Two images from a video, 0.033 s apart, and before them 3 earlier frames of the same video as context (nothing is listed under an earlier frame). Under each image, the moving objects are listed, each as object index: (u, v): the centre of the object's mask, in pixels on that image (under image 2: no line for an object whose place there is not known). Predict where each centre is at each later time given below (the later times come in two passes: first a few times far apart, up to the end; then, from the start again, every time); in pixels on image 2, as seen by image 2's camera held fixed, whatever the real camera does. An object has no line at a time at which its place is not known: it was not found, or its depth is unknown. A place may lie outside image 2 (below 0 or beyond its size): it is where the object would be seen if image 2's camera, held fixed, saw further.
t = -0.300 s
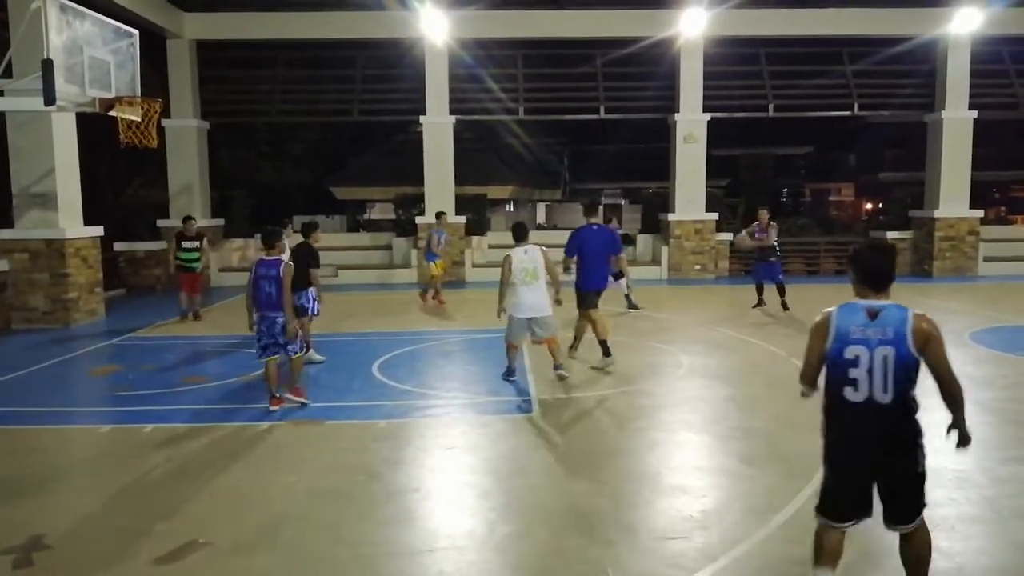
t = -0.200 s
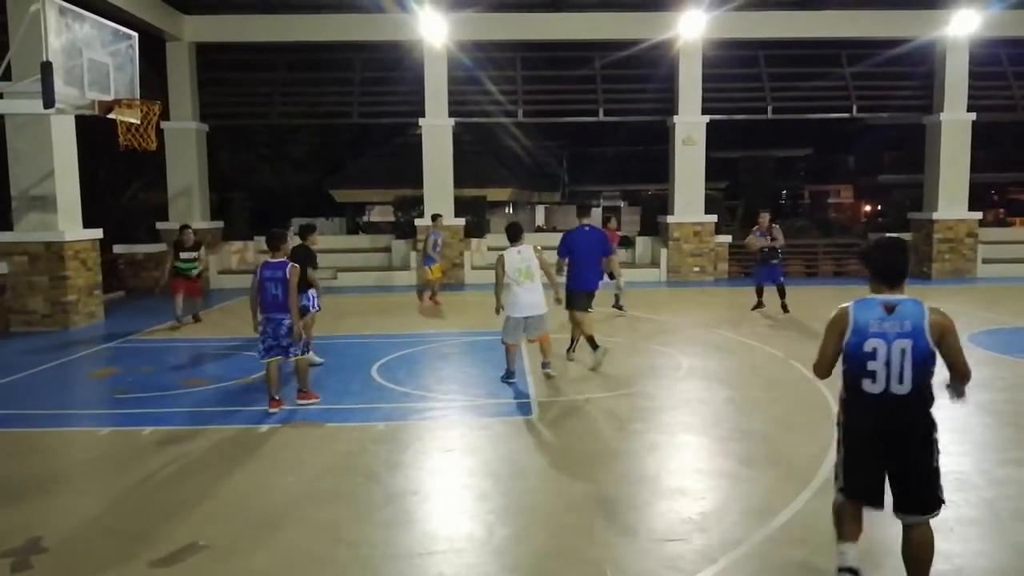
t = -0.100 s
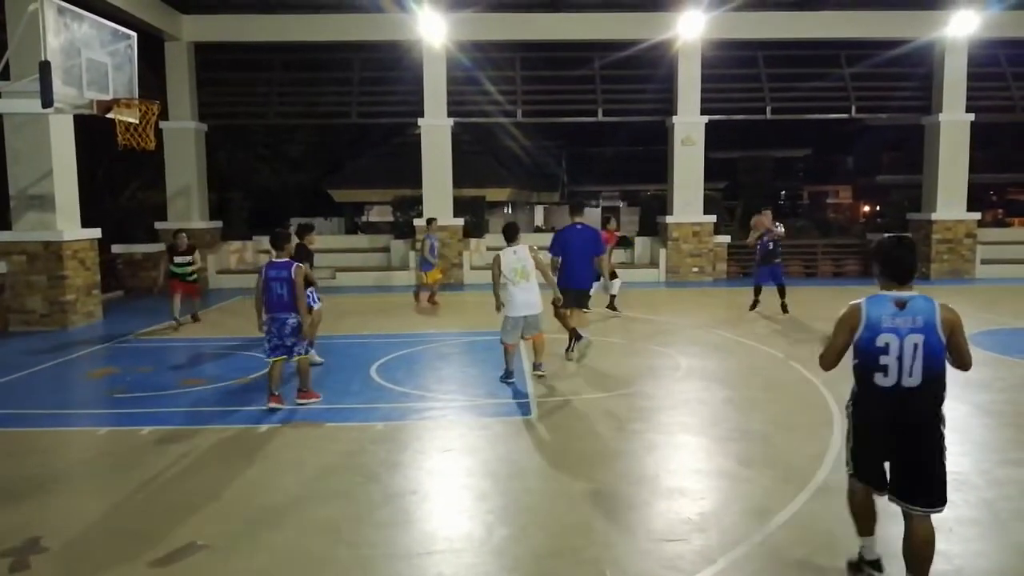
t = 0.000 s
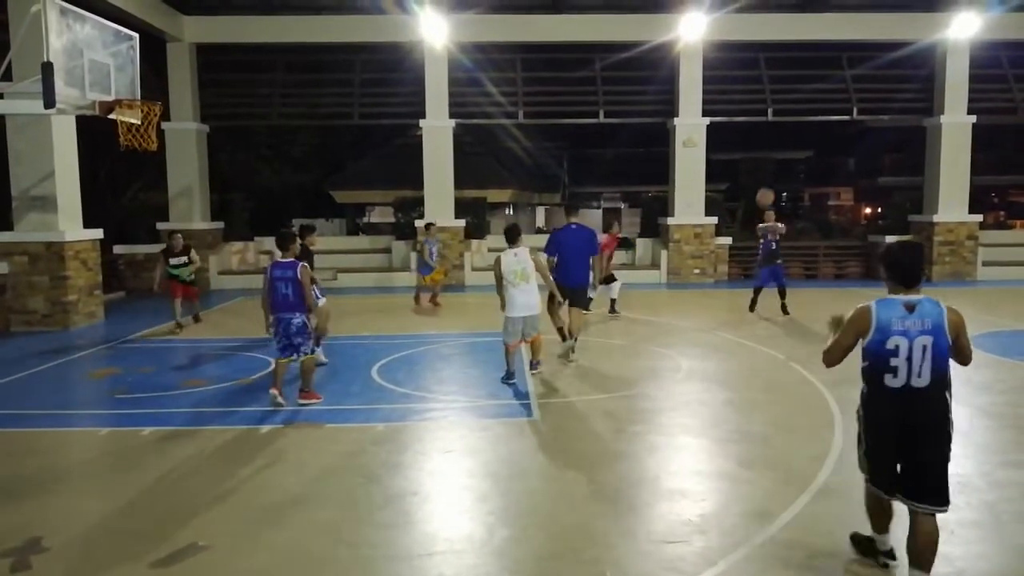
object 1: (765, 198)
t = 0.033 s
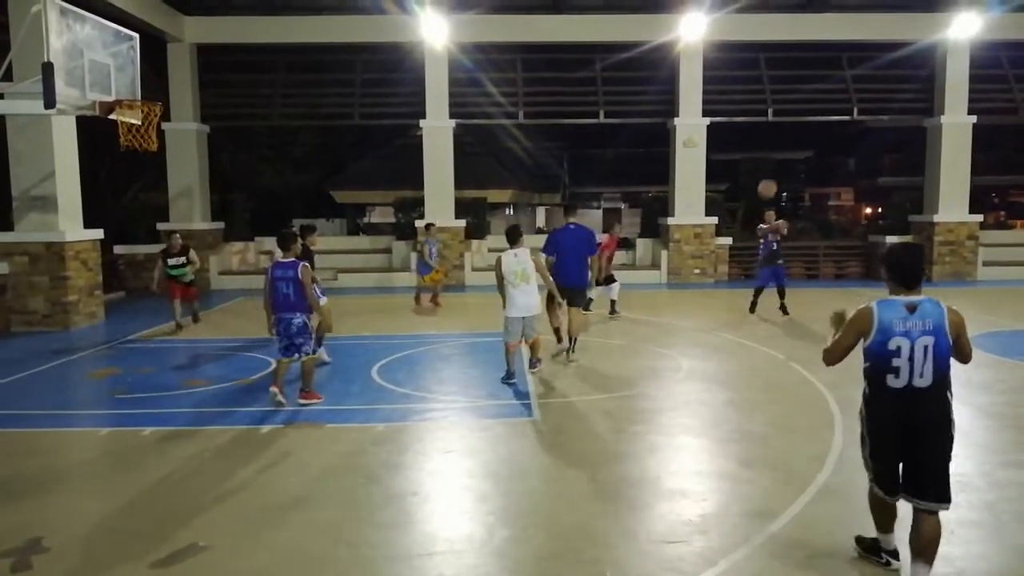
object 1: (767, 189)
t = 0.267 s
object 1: (781, 137)
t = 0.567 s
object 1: (805, 119)
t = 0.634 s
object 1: (813, 128)
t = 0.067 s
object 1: (769, 180)
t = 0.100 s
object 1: (770, 171)
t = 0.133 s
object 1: (773, 164)
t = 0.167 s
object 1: (775, 157)
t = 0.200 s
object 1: (777, 149)
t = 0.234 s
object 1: (779, 143)
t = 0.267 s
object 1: (781, 137)
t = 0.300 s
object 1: (783, 131)
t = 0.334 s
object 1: (785, 126)
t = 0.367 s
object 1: (788, 122)
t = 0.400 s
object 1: (790, 119)
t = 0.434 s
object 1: (793, 117)
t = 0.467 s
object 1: (795, 116)
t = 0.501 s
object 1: (799, 115)
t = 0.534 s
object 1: (802, 116)
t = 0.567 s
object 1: (805, 119)
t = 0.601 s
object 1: (809, 122)
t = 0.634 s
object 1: (813, 128)
